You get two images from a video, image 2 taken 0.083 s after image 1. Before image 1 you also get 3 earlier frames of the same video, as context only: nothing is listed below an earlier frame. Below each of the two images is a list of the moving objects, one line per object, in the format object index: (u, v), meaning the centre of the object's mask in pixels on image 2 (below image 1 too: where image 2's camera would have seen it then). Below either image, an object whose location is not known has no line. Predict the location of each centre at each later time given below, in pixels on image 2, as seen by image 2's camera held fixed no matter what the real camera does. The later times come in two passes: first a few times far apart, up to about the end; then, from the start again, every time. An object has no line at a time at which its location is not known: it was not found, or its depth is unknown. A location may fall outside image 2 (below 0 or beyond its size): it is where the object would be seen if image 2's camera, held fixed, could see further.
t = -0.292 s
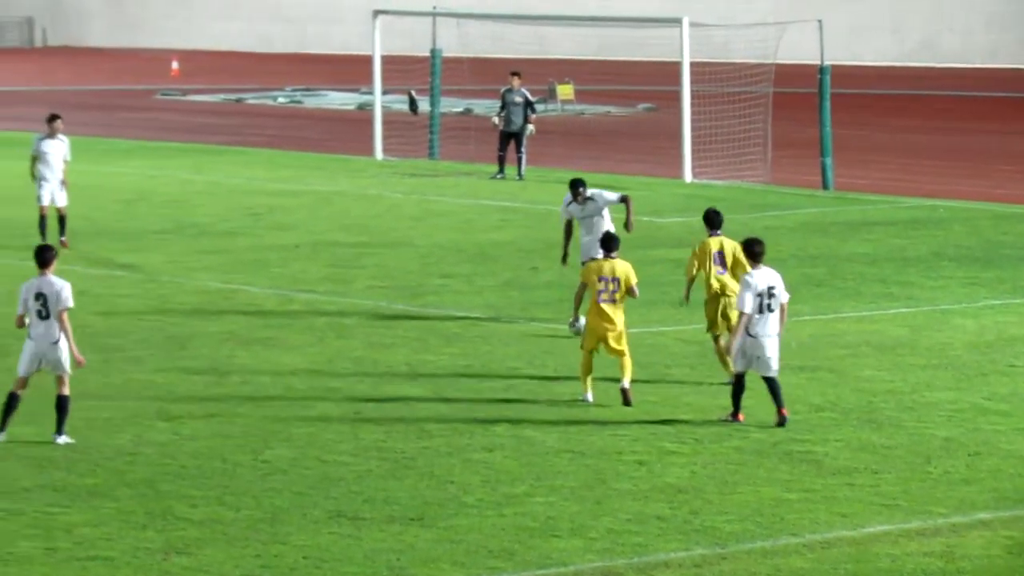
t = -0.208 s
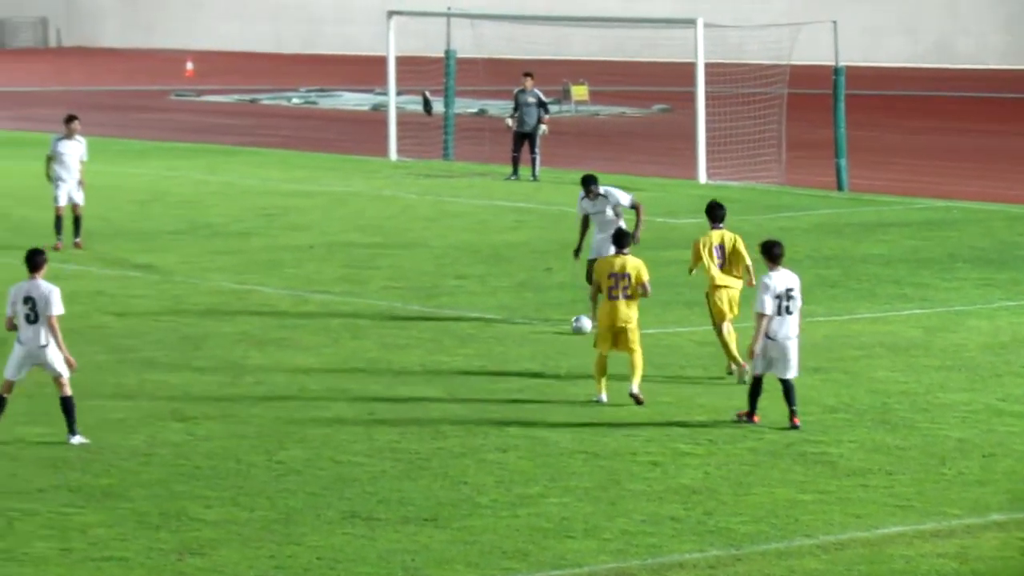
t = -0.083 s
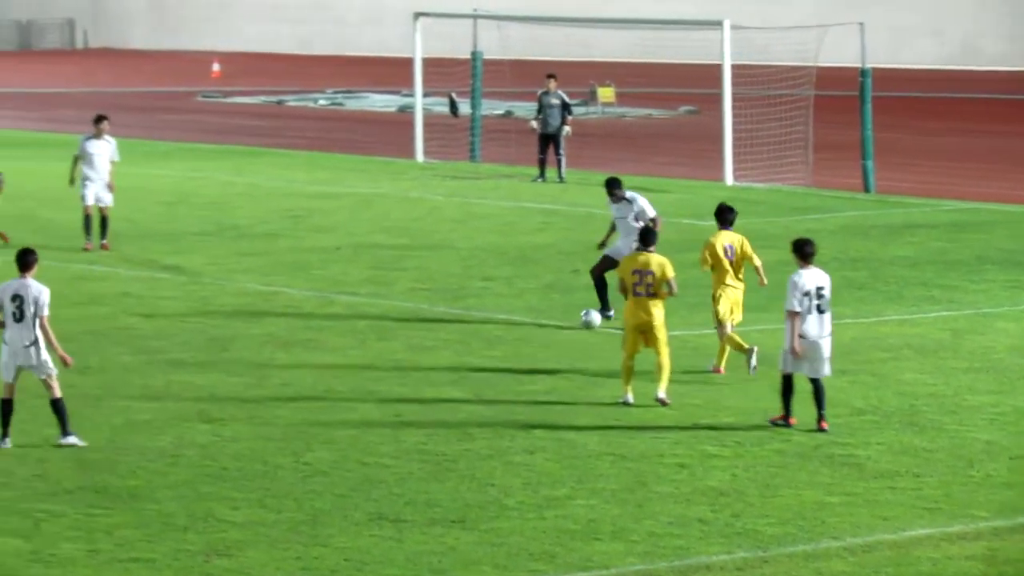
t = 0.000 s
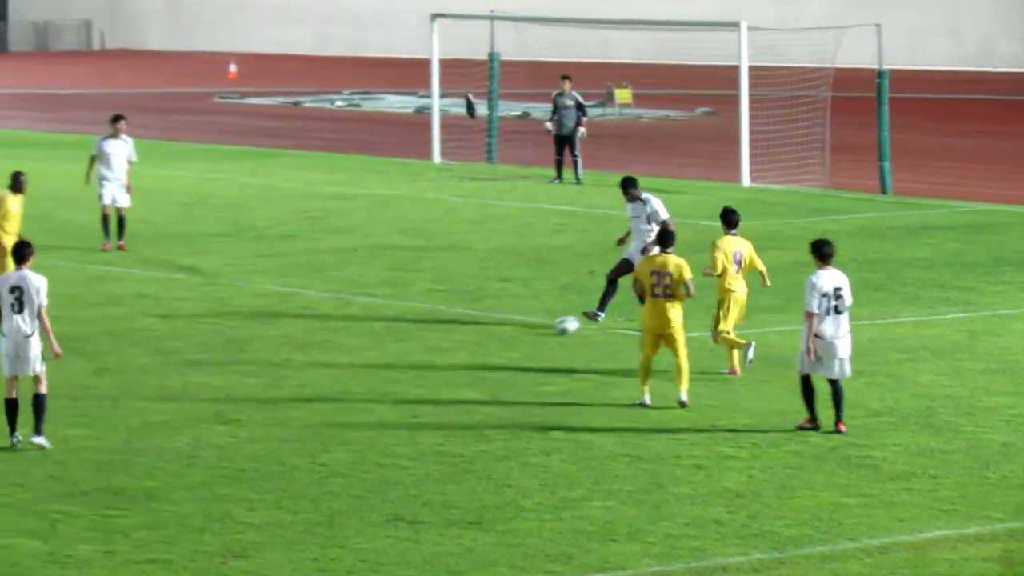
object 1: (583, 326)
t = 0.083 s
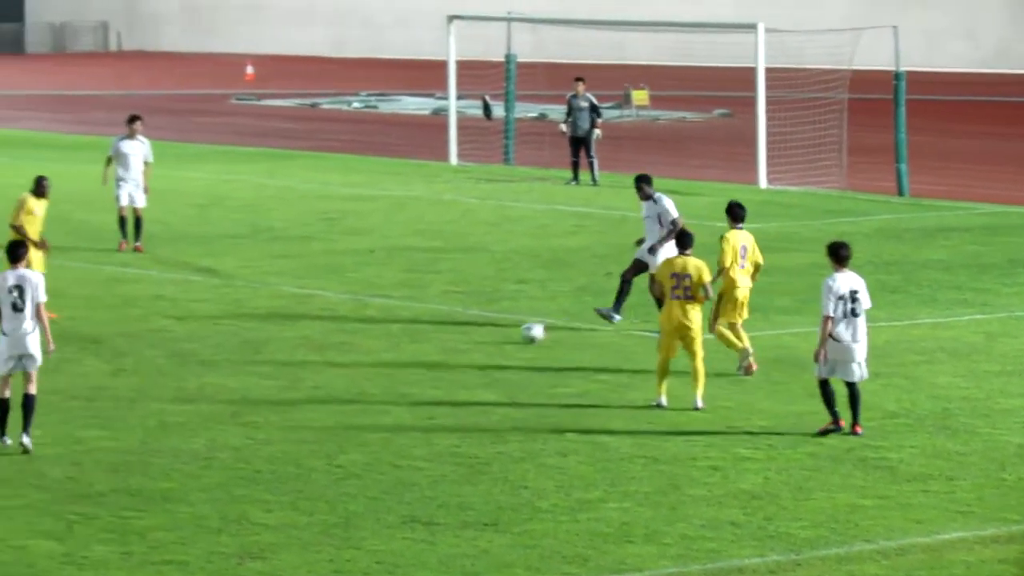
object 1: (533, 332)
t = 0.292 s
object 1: (413, 349)
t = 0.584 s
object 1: (266, 370)
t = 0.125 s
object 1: (508, 336)
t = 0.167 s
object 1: (482, 340)
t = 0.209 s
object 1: (458, 342)
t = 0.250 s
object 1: (435, 345)
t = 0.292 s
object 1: (413, 349)
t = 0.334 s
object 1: (390, 352)
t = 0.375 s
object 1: (369, 354)
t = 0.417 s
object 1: (347, 357)
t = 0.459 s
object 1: (326, 362)
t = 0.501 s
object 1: (306, 364)
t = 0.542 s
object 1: (286, 367)
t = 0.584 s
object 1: (266, 370)
